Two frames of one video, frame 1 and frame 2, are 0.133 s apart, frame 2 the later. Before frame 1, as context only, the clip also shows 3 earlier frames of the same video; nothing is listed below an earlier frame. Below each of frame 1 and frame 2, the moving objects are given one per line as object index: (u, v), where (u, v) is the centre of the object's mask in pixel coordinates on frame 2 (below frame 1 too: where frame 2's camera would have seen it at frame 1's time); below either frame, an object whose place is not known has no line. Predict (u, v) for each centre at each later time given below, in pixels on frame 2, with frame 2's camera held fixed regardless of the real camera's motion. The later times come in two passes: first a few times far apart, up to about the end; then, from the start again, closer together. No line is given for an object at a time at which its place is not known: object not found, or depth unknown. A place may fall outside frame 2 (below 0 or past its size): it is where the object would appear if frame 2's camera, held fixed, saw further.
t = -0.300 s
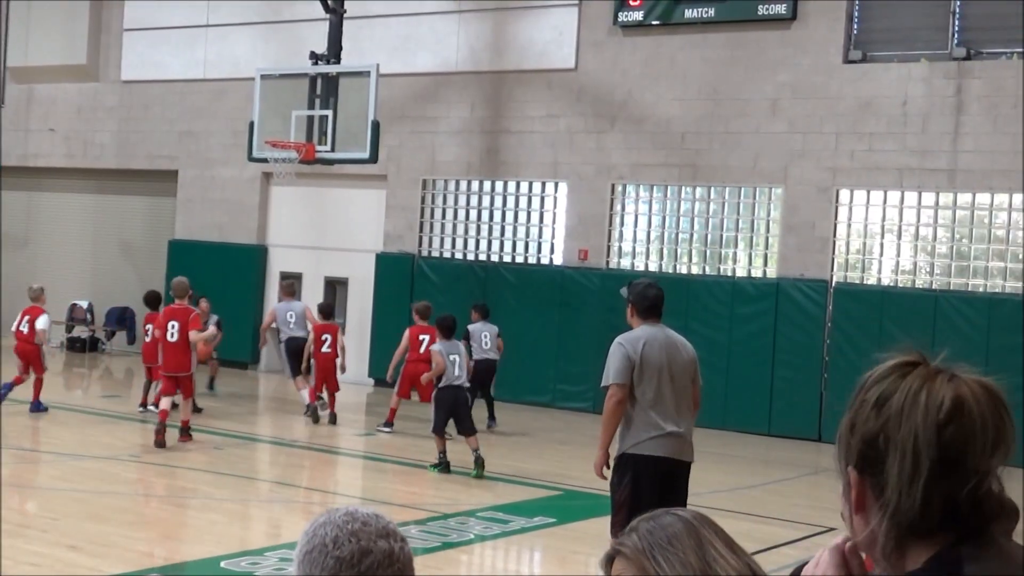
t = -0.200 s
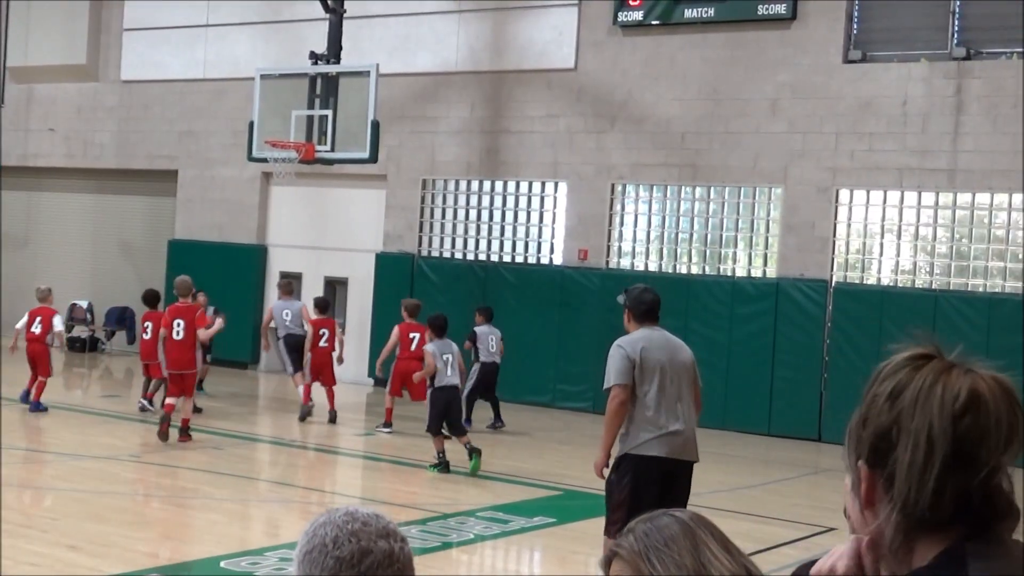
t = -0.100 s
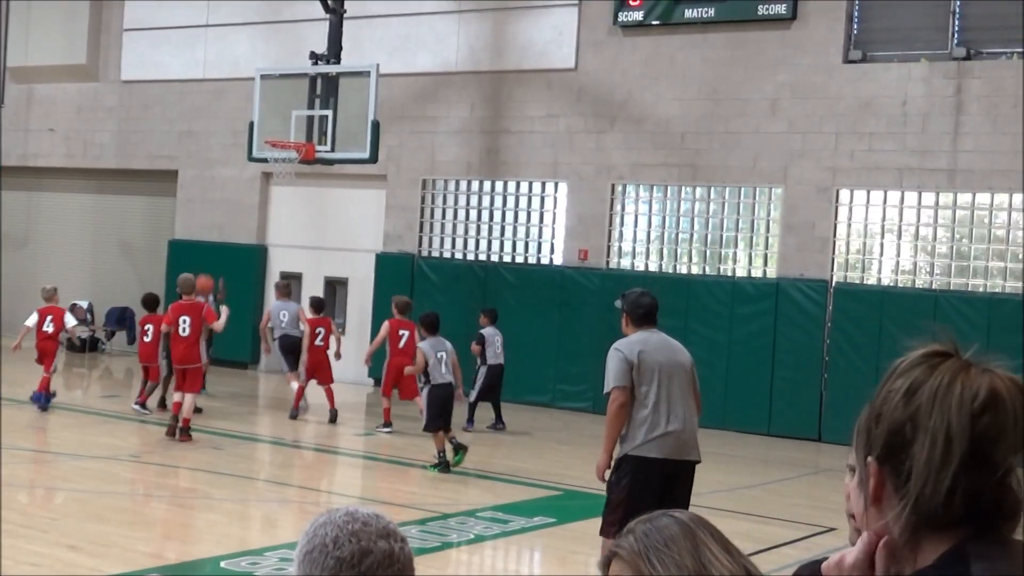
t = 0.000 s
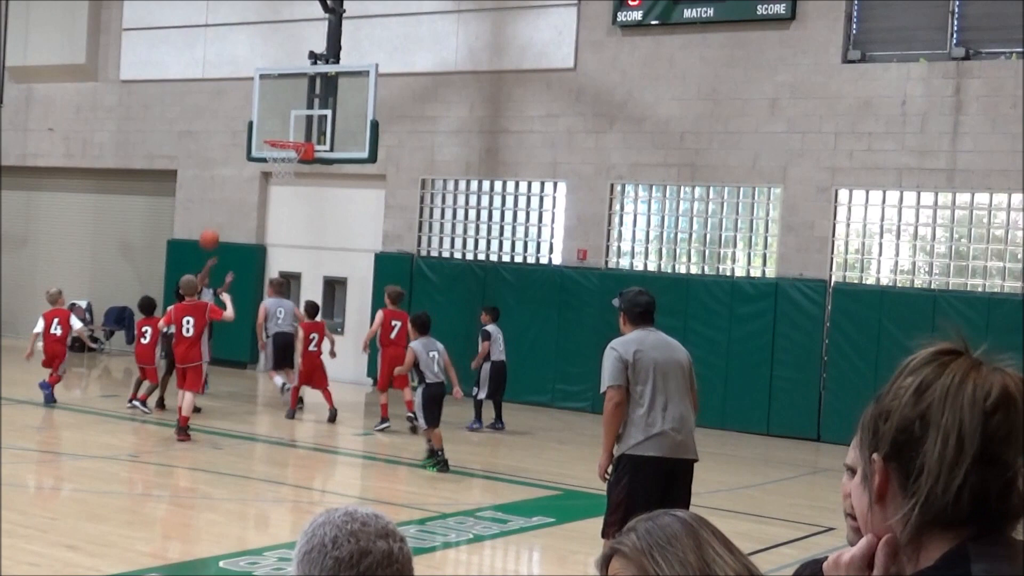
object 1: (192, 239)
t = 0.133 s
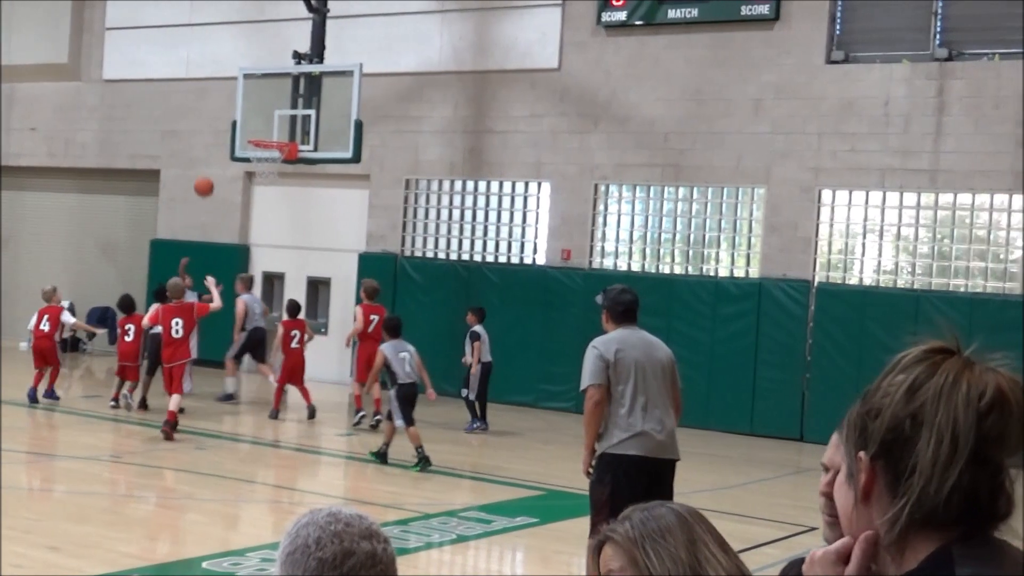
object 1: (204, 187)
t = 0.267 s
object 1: (214, 149)
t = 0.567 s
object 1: (235, 115)
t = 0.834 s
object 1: (240, 133)
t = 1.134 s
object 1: (205, 169)
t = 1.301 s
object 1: (185, 219)
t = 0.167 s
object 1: (207, 176)
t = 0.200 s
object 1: (209, 166)
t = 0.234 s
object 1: (212, 157)
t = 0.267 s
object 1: (214, 149)
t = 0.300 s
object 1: (217, 141)
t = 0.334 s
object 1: (219, 135)
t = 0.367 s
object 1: (221, 129)
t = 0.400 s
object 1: (224, 124)
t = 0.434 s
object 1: (226, 120)
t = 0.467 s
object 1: (229, 118)
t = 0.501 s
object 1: (231, 116)
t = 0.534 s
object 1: (233, 115)
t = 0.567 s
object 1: (235, 115)
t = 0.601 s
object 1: (238, 116)
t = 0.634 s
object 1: (239, 118)
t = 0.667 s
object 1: (241, 121)
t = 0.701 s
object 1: (243, 124)
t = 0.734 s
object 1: (245, 129)
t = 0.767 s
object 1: (247, 134)
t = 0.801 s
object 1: (244, 134)
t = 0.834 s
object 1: (240, 133)
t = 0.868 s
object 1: (237, 133)
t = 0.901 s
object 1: (233, 135)
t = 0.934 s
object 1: (229, 136)
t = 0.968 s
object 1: (224, 140)
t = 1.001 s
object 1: (221, 143)
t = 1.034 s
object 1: (217, 149)
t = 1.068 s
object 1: (213, 154)
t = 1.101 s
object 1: (209, 161)
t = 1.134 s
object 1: (205, 169)
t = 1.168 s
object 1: (201, 177)
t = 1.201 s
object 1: (197, 186)
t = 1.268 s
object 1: (189, 207)
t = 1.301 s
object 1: (185, 219)
